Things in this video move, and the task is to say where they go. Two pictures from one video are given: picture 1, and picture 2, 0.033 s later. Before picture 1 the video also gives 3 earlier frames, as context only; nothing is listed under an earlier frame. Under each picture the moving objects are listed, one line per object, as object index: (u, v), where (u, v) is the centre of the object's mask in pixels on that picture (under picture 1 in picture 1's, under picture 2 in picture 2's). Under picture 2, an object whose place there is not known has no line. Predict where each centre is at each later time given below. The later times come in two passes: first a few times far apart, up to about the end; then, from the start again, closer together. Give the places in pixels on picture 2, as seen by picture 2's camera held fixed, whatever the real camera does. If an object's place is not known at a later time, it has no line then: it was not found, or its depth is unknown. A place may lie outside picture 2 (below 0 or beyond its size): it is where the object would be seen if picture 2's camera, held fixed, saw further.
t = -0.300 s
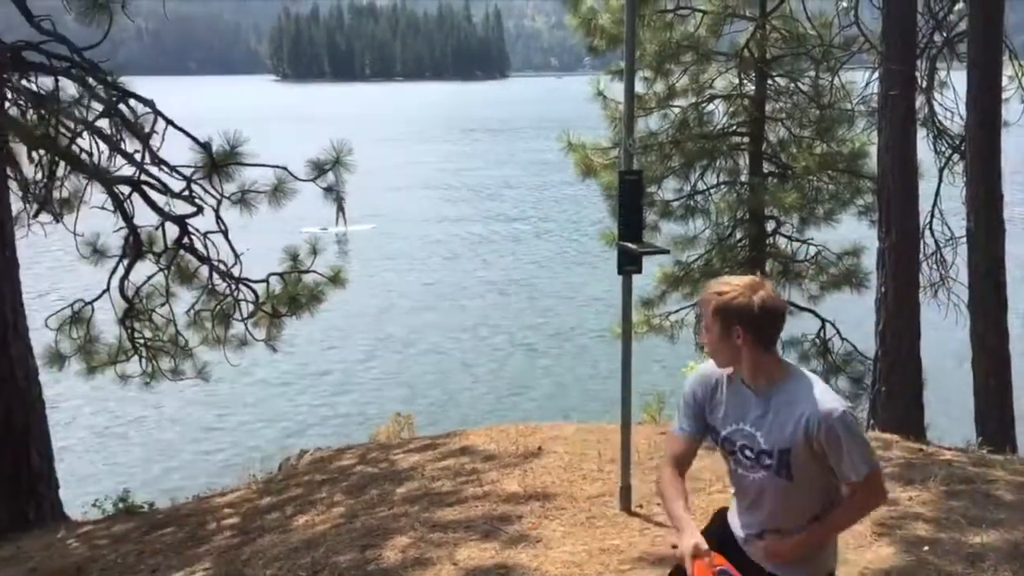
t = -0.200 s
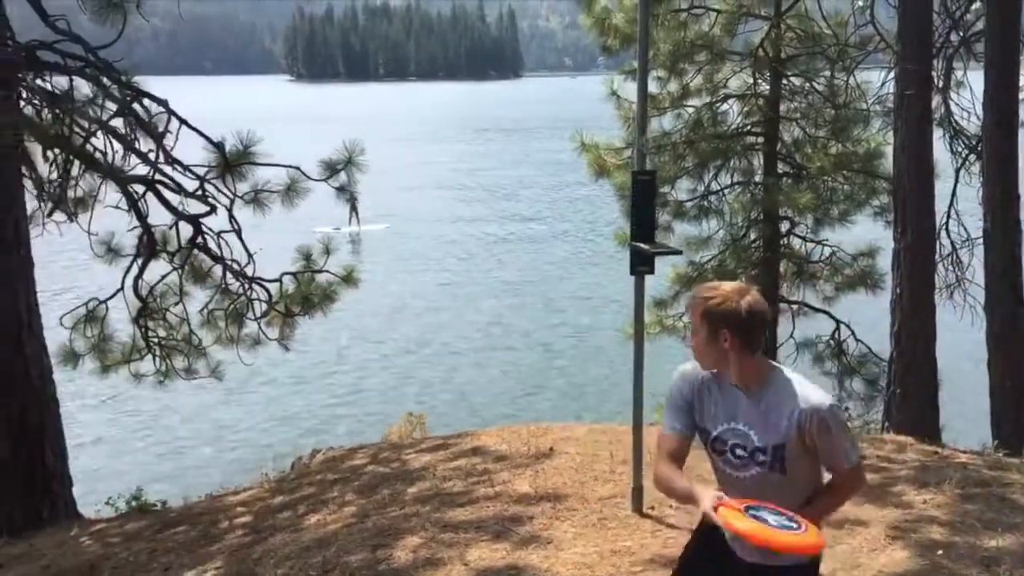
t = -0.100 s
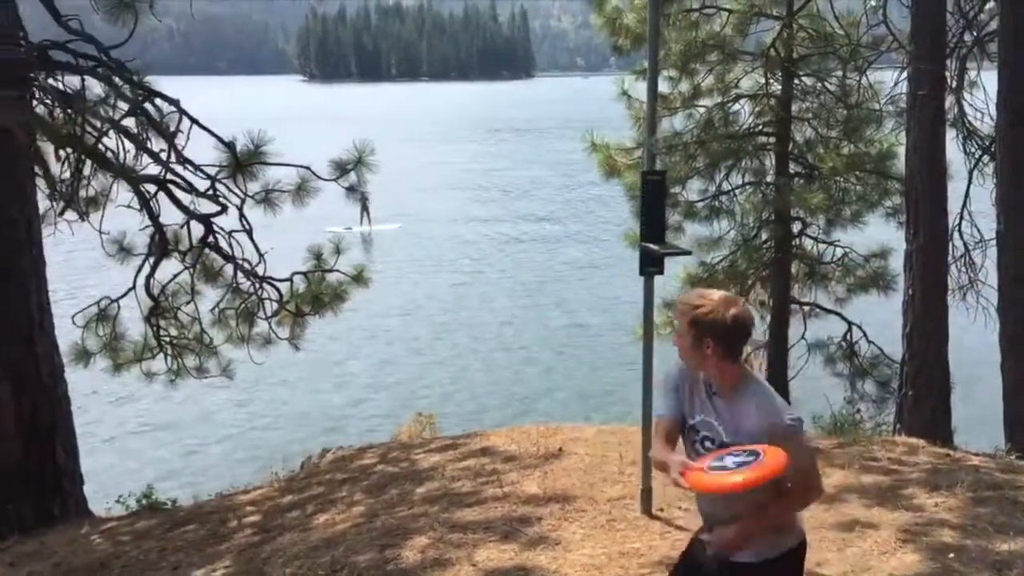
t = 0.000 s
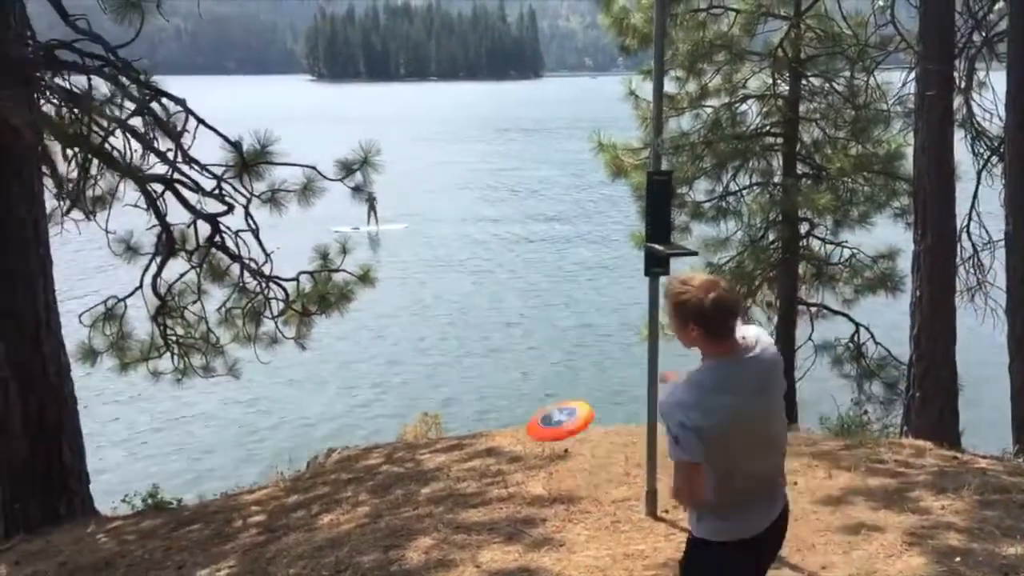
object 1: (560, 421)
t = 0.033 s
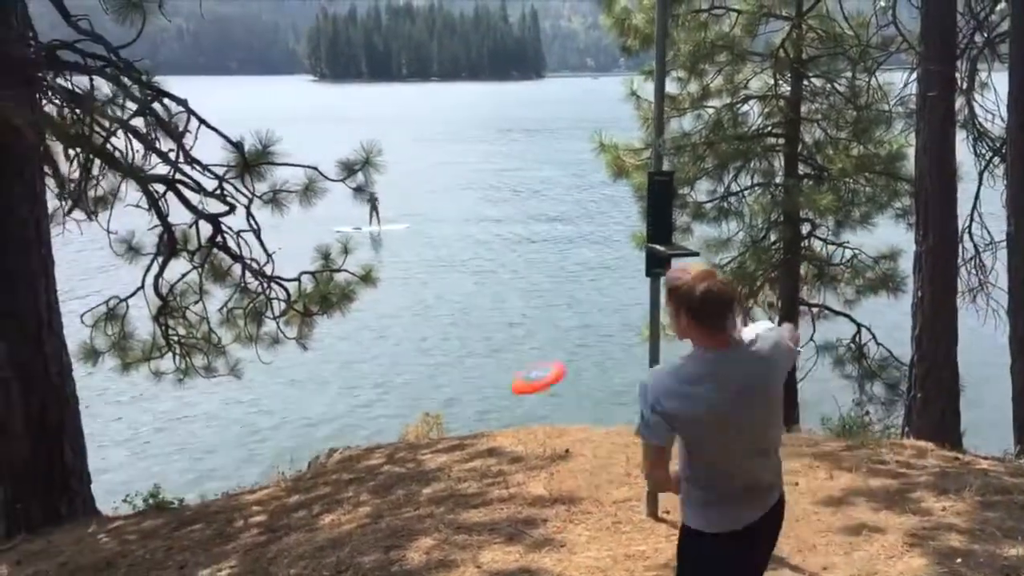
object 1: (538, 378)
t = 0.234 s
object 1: (456, 240)
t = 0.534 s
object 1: (410, 178)
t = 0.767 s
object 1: (393, 165)
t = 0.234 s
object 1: (456, 240)
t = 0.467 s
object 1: (419, 185)
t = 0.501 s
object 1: (415, 182)
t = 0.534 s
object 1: (410, 178)
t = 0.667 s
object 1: (400, 168)
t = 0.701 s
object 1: (397, 167)
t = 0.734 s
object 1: (394, 166)
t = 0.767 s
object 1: (393, 165)
